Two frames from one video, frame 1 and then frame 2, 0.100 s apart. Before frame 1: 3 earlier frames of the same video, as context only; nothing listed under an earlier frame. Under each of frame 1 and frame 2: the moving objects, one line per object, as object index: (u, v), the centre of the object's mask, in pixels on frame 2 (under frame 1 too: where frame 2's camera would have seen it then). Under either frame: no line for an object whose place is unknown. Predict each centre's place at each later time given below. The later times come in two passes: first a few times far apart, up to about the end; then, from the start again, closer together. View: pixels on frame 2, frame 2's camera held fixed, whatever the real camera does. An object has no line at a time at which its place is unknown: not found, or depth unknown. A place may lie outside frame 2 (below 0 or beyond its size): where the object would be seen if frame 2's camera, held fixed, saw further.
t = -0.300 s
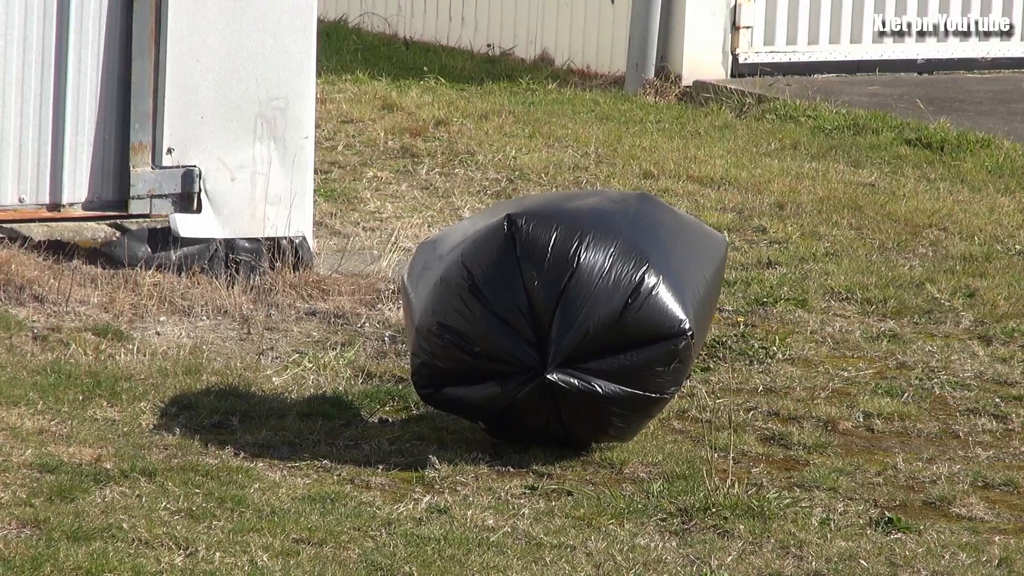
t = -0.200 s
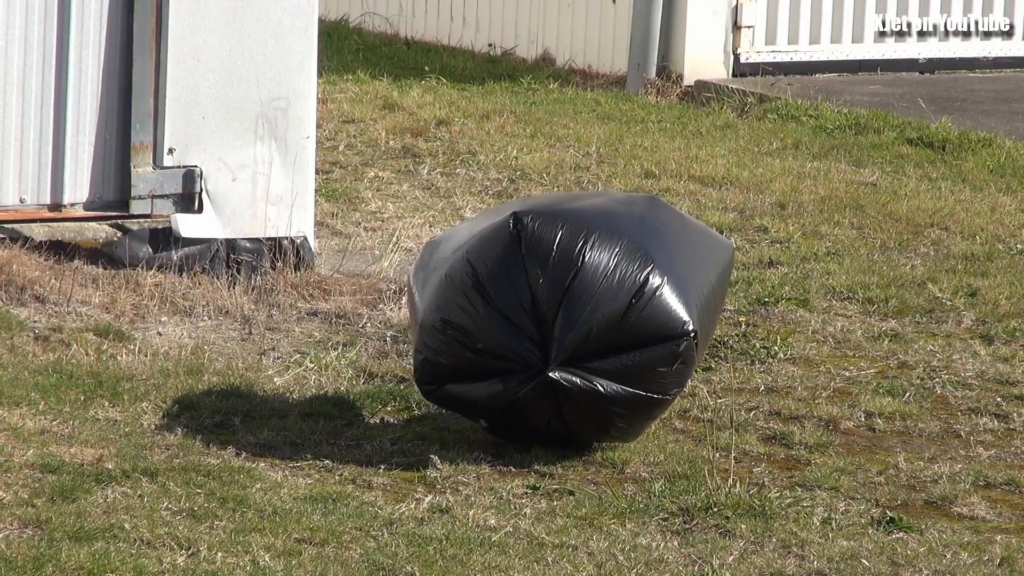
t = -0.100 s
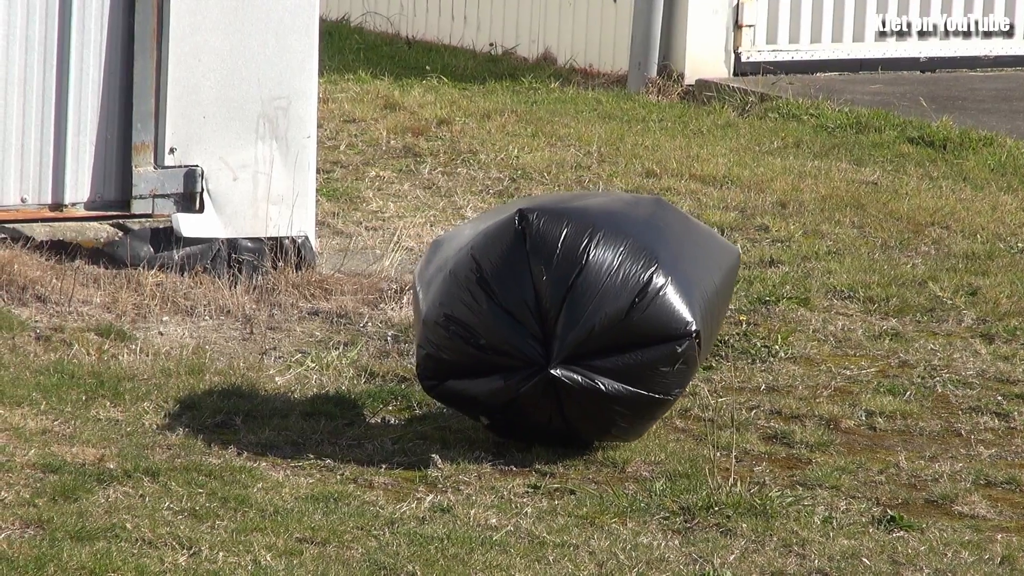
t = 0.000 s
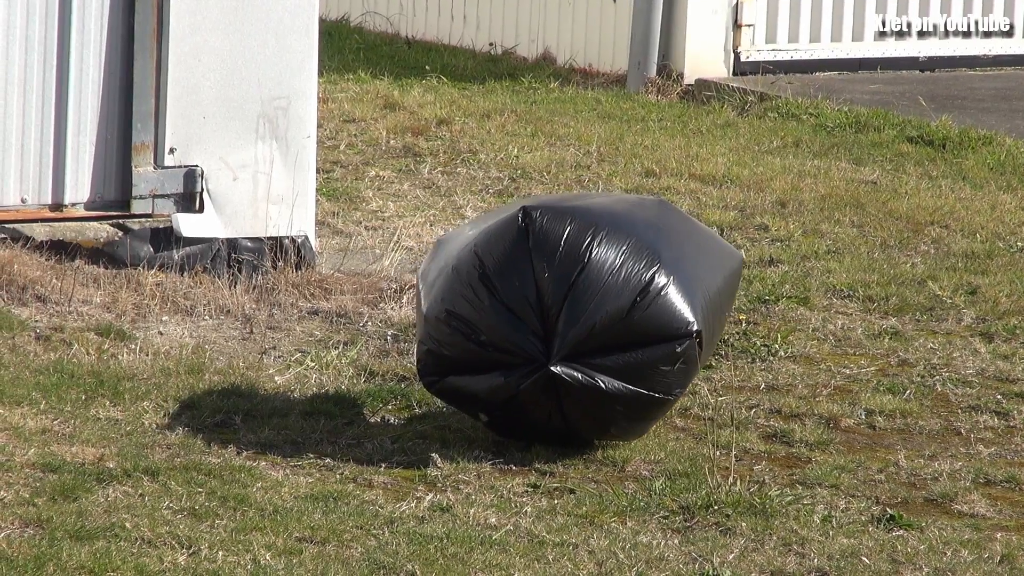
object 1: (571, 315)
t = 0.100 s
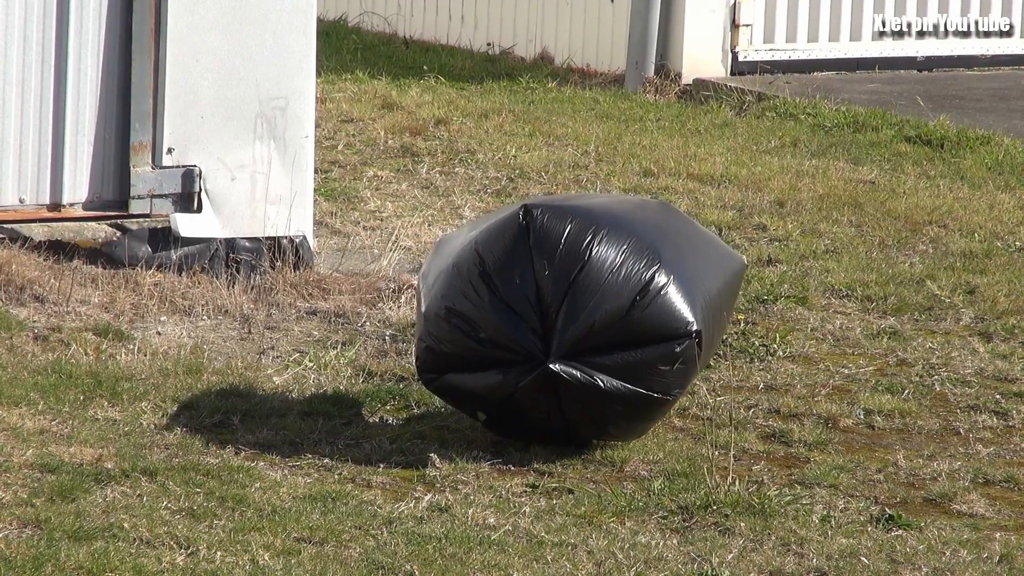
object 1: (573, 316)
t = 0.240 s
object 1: (574, 316)
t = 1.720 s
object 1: (510, 304)
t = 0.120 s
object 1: (573, 315)
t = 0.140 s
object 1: (574, 315)
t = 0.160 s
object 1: (574, 316)
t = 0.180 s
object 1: (574, 316)
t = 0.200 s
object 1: (574, 316)
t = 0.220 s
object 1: (574, 316)
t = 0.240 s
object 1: (574, 316)
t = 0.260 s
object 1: (574, 317)
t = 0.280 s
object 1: (574, 317)
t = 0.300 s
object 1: (574, 317)
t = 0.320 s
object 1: (574, 317)
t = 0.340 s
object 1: (574, 317)
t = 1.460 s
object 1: (526, 306)
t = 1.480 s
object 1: (525, 305)
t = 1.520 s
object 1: (523, 305)
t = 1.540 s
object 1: (522, 305)
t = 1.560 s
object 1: (521, 305)
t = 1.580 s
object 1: (520, 305)
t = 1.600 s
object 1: (518, 305)
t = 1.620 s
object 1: (517, 305)
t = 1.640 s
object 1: (516, 305)
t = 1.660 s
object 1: (515, 304)
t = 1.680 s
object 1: (513, 304)
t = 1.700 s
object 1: (512, 304)
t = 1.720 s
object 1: (510, 304)
